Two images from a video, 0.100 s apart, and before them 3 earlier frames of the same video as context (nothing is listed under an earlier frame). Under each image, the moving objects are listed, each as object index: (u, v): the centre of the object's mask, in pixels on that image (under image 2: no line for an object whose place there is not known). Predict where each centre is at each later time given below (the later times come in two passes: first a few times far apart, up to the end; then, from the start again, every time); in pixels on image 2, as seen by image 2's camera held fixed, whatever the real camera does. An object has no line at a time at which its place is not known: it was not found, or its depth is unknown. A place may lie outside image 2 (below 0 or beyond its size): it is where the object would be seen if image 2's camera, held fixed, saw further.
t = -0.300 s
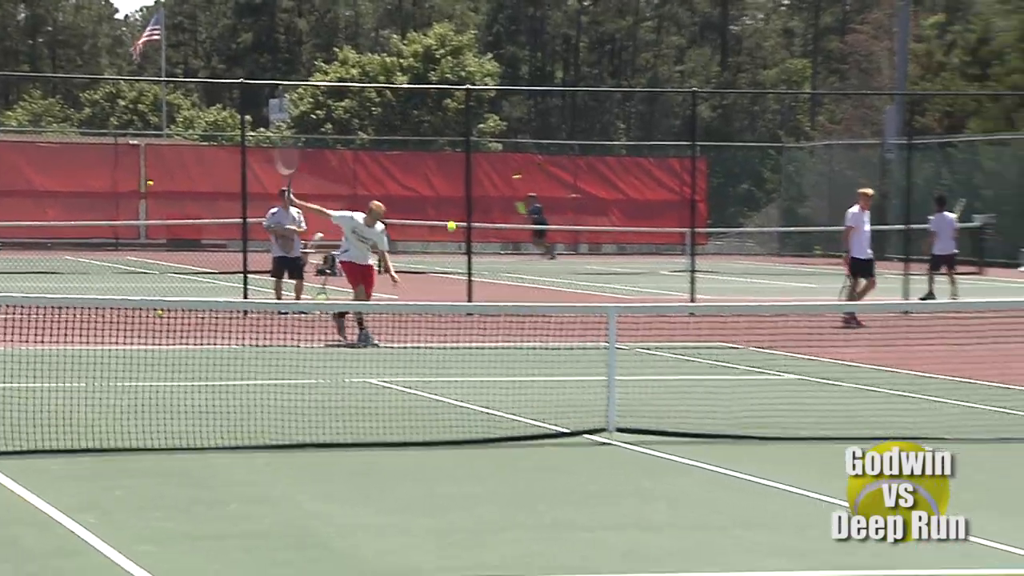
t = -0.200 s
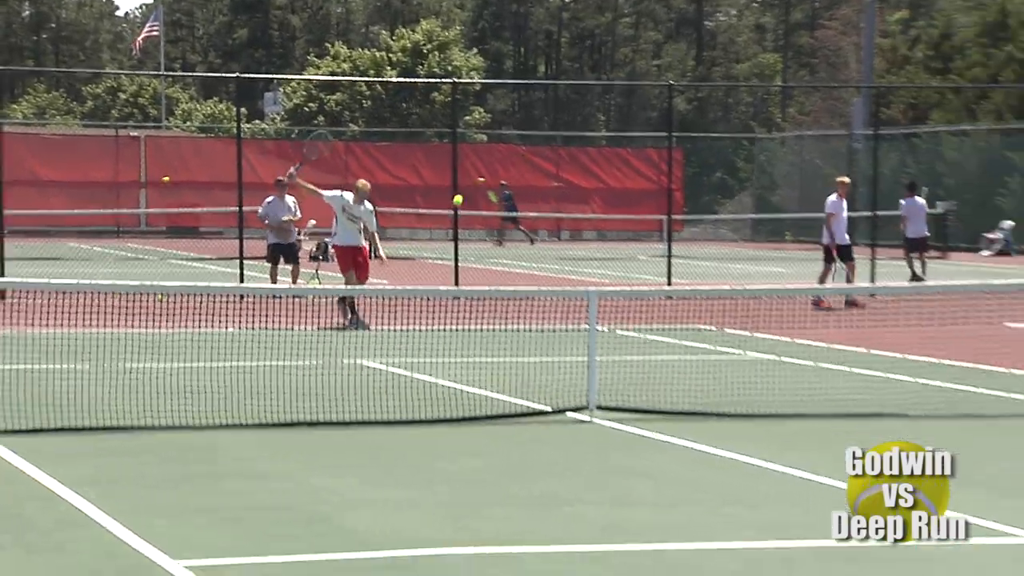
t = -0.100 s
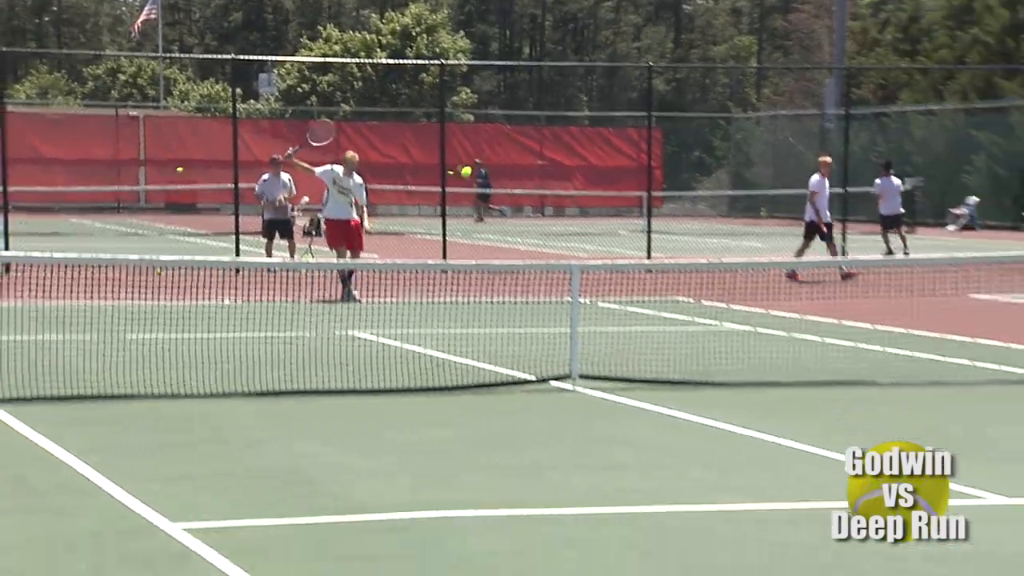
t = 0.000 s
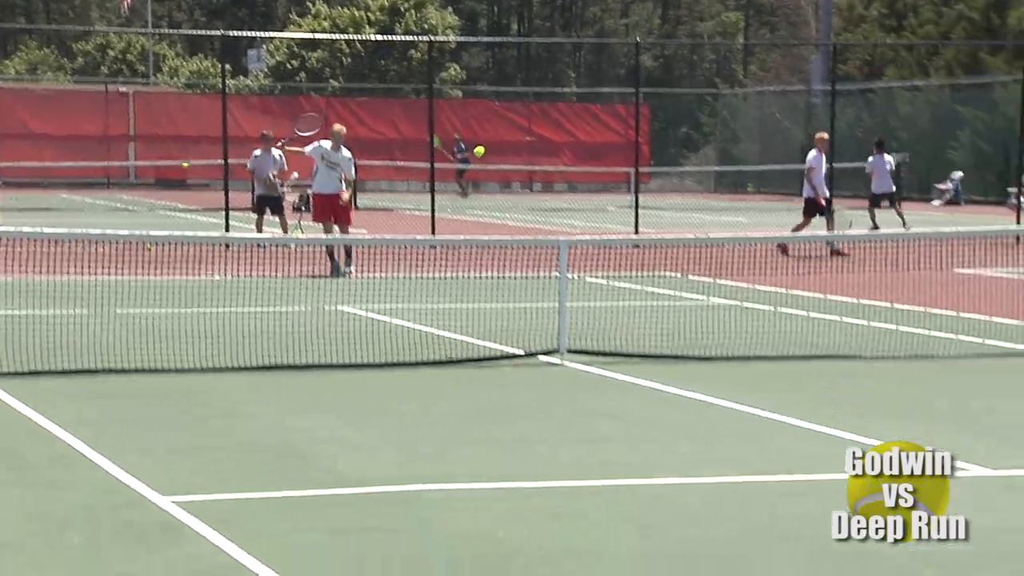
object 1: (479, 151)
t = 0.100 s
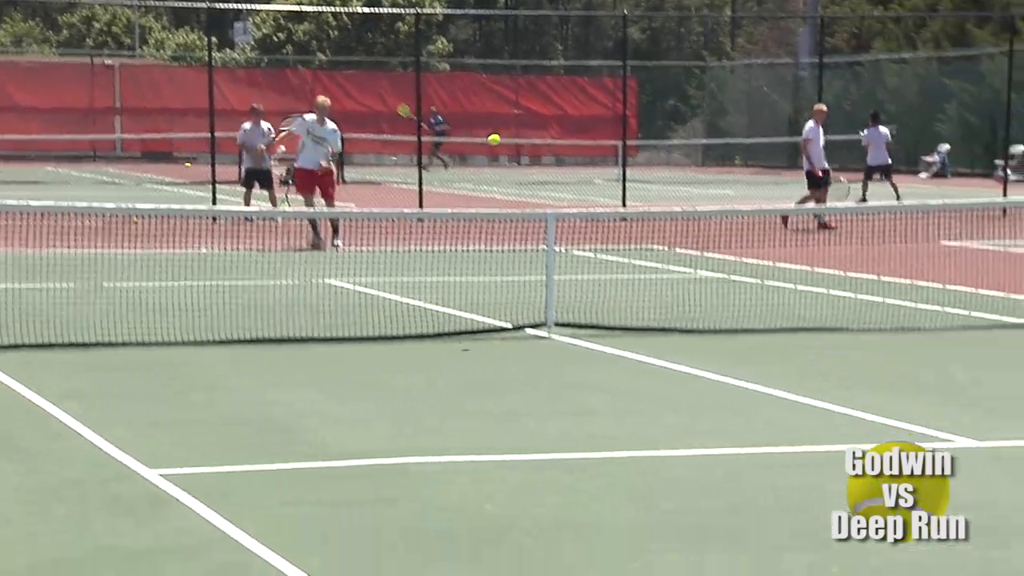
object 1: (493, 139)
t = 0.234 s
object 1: (540, 180)
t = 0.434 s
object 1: (629, 307)
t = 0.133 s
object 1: (504, 147)
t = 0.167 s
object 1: (515, 156)
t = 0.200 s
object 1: (527, 166)
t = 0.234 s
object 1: (540, 180)
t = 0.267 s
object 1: (552, 195)
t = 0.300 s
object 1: (565, 213)
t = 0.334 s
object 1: (580, 231)
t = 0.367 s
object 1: (595, 253)
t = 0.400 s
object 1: (611, 278)
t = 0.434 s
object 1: (629, 307)
